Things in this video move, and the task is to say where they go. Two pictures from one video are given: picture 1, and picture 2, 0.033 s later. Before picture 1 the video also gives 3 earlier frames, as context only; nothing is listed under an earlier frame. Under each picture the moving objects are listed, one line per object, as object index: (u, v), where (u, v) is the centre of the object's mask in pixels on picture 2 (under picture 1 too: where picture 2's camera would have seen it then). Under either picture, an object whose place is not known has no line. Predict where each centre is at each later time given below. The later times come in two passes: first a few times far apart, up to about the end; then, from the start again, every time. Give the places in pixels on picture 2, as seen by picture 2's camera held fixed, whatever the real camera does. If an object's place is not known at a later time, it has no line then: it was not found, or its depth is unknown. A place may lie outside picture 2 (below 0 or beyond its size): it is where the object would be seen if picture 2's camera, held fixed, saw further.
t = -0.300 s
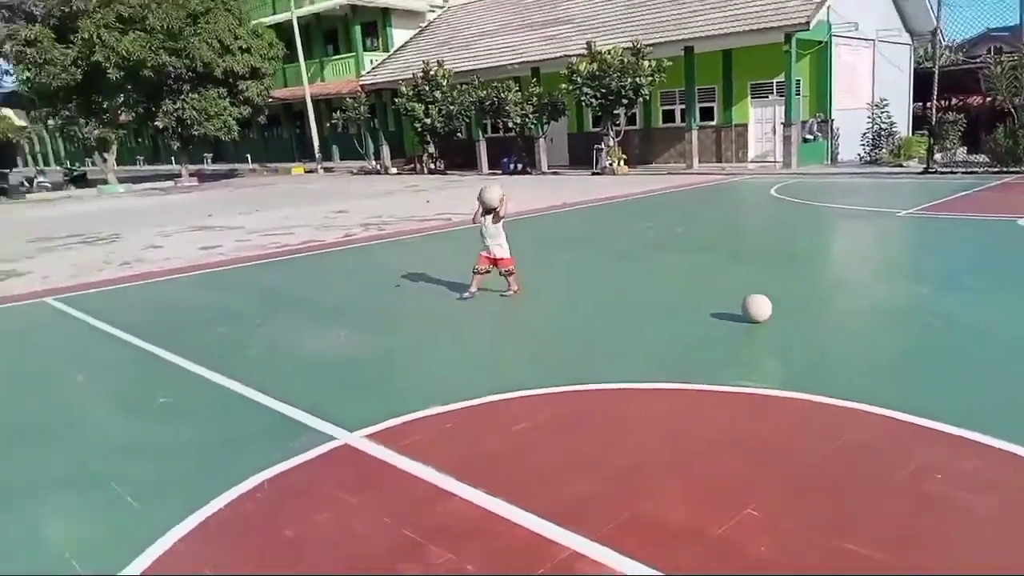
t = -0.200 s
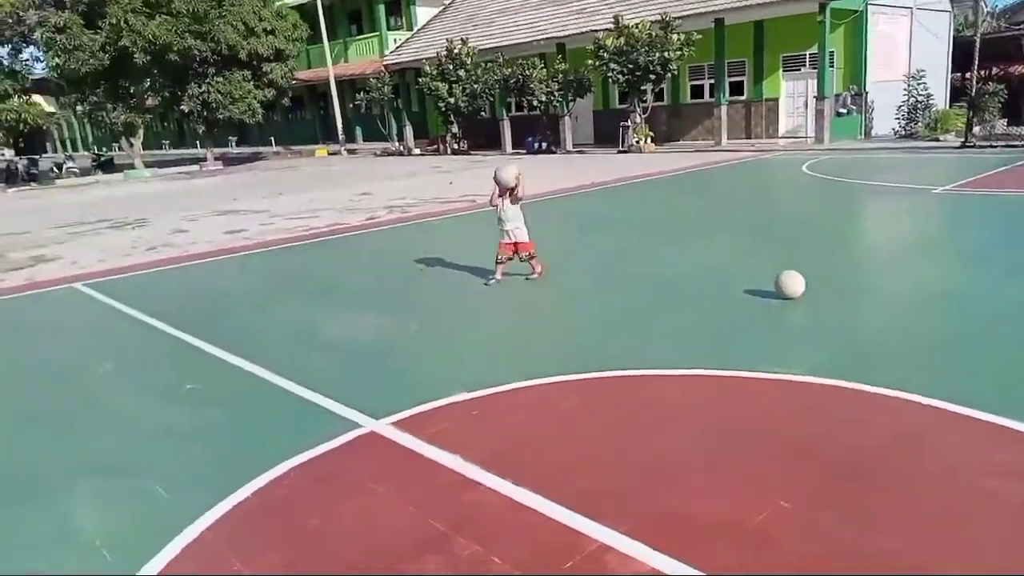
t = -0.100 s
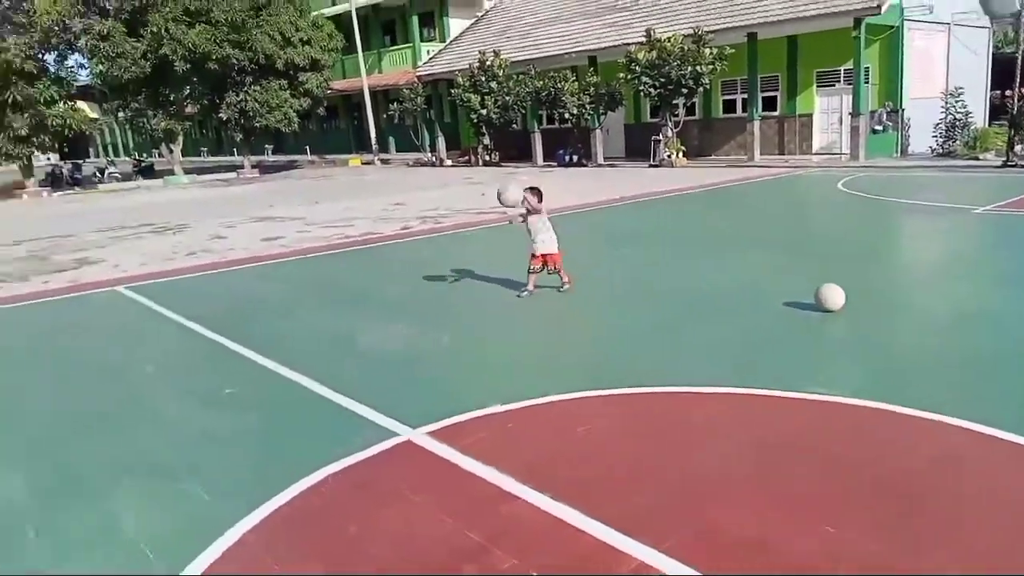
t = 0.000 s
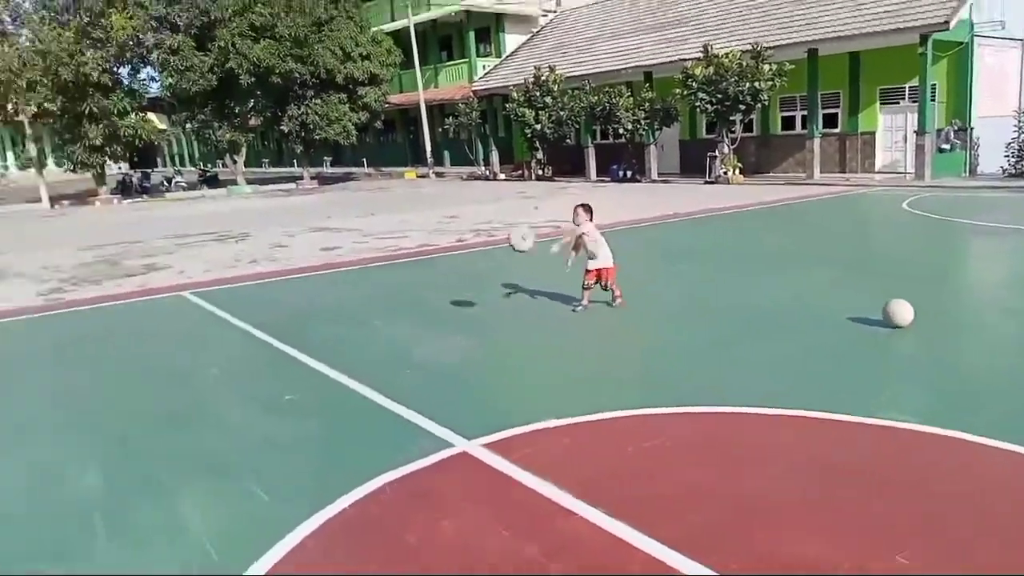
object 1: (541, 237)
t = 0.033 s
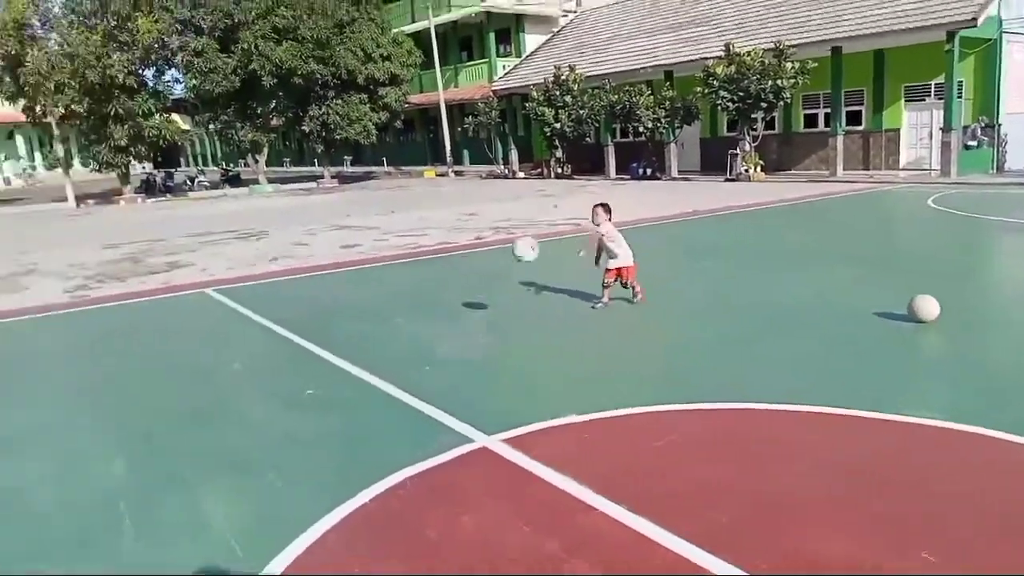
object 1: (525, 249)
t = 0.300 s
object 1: (419, 309)
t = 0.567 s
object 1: (342, 298)
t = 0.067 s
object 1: (510, 264)
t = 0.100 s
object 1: (496, 281)
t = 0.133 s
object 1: (480, 300)
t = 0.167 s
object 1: (464, 321)
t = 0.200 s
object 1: (451, 337)
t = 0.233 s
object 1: (441, 327)
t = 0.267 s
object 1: (430, 317)
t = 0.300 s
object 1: (419, 309)
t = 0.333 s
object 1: (409, 303)
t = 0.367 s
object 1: (399, 298)
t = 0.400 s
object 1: (390, 294)
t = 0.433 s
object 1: (382, 291)
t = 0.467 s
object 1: (372, 291)
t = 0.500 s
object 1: (363, 292)
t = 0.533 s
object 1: (352, 294)
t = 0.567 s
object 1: (342, 298)
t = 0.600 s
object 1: (333, 304)
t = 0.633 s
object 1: (323, 313)
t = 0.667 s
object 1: (314, 322)
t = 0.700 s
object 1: (305, 333)
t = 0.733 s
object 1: (295, 346)
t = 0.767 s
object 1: (286, 361)
